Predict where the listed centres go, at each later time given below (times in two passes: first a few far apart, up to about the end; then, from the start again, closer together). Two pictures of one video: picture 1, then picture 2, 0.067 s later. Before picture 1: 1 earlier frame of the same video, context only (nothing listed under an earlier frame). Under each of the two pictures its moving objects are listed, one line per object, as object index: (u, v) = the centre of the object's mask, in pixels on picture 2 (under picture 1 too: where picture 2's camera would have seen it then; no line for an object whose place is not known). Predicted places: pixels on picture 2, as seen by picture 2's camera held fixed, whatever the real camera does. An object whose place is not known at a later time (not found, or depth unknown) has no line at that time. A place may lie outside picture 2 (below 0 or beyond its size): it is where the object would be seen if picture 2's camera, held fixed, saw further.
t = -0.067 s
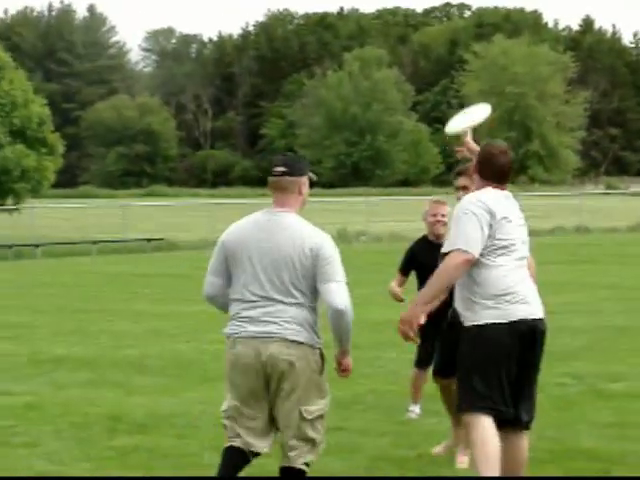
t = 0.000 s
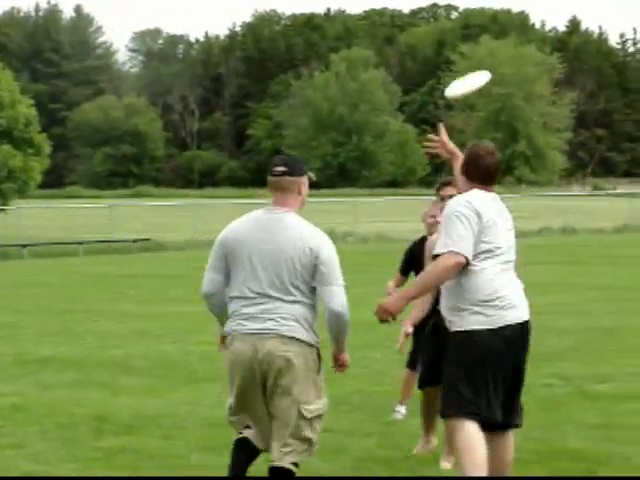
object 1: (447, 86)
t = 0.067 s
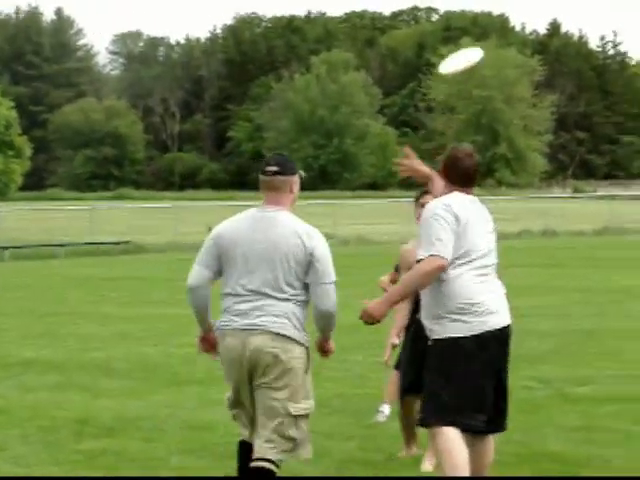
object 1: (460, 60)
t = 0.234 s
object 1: (490, 31)
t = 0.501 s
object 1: (519, 60)
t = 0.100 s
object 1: (467, 50)
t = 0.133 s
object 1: (473, 43)
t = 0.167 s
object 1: (479, 37)
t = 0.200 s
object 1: (484, 33)
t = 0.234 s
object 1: (490, 31)
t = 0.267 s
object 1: (495, 30)
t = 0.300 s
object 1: (500, 31)
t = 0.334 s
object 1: (504, 33)
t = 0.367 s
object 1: (508, 36)
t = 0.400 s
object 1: (513, 40)
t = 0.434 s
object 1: (514, 46)
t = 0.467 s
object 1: (517, 52)
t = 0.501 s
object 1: (519, 60)
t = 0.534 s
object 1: (522, 68)
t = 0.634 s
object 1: (518, 99)
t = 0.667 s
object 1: (518, 111)
